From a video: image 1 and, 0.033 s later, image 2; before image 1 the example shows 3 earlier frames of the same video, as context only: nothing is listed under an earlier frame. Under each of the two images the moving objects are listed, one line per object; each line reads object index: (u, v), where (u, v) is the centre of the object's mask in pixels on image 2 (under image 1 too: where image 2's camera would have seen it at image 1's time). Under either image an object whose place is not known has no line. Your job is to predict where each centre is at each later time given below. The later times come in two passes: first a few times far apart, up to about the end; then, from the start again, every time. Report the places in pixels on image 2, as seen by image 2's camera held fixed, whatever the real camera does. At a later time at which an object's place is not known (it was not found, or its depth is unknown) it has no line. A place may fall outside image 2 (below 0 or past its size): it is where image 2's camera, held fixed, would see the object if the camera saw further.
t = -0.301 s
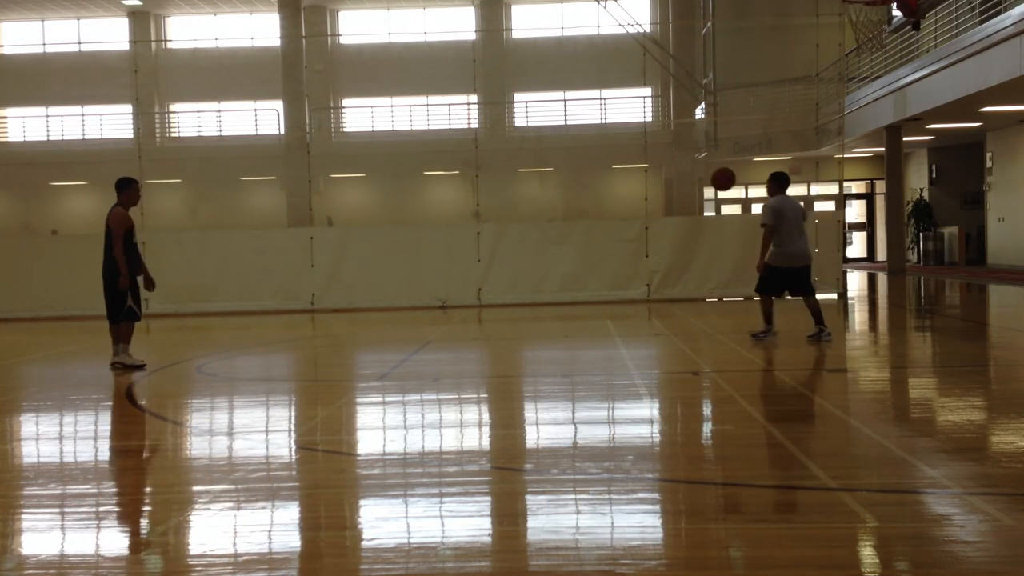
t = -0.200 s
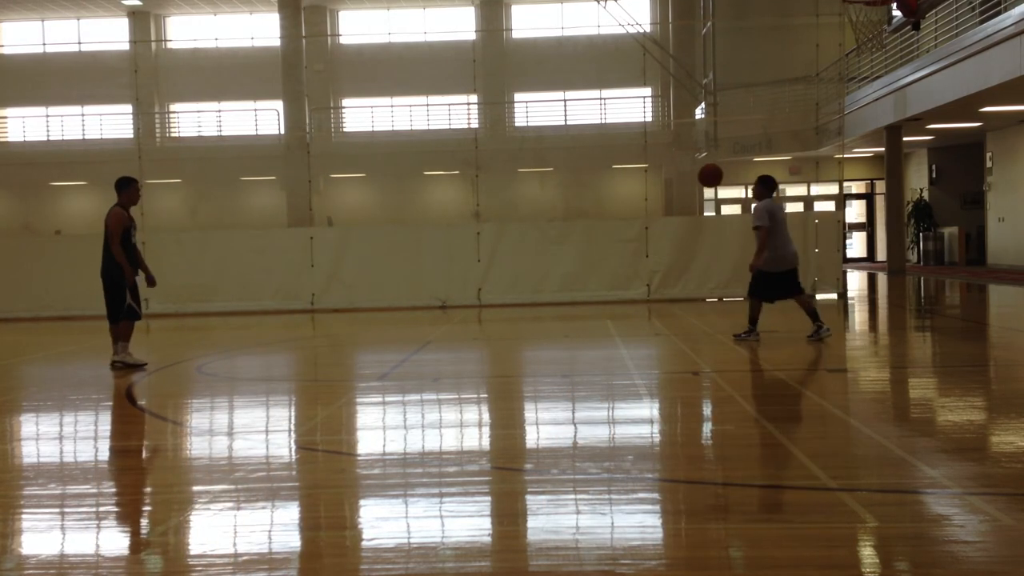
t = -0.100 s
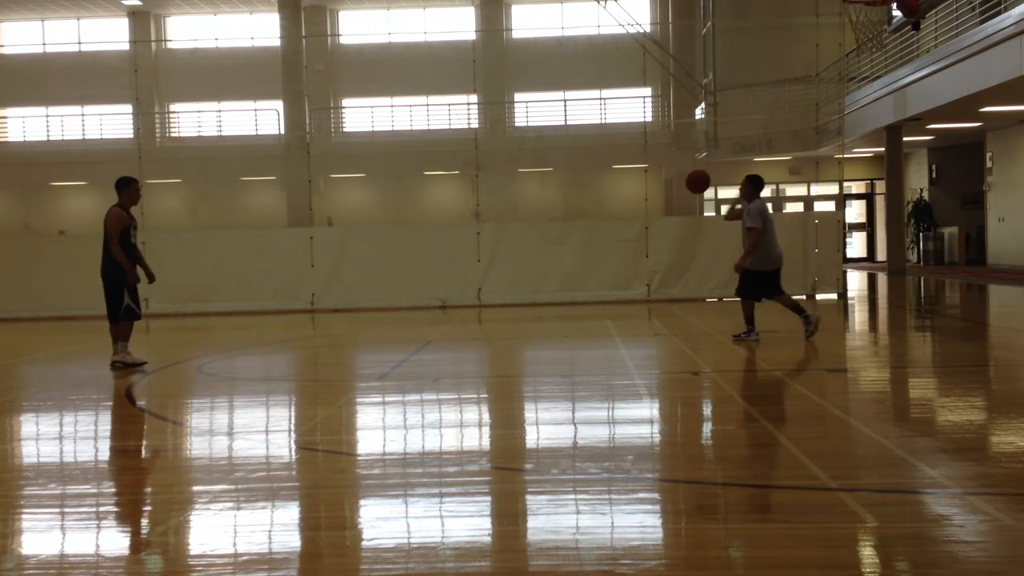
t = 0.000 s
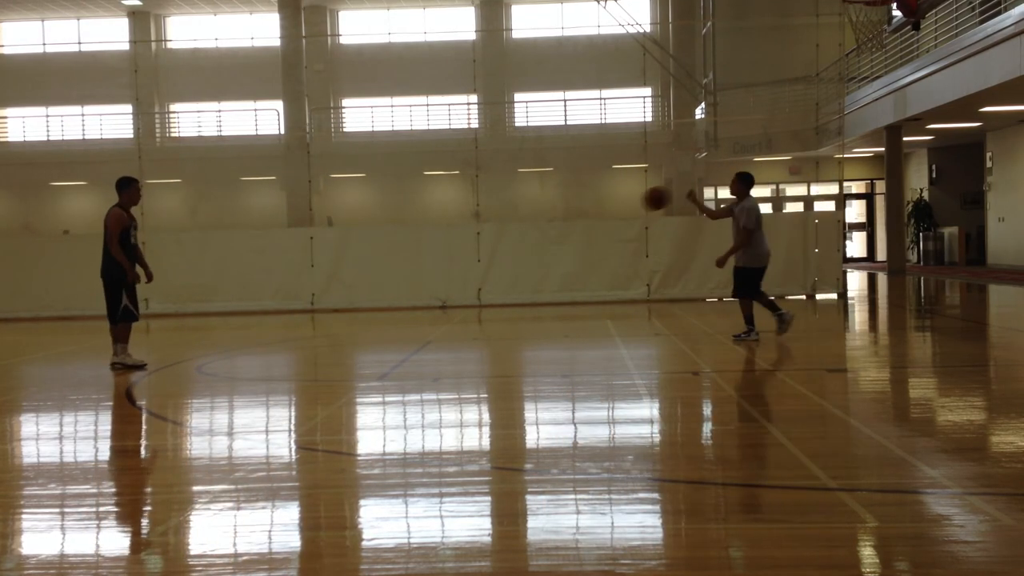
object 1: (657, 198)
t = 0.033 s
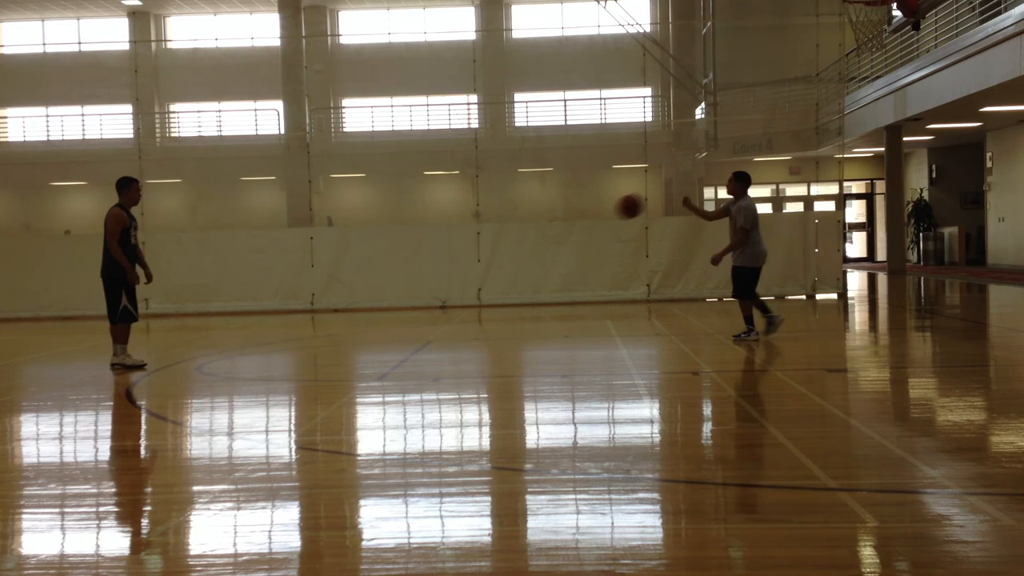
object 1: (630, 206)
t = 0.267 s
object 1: (447, 295)
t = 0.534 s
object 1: (294, 280)
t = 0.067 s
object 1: (603, 215)
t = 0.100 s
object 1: (578, 225)
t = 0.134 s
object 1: (551, 237)
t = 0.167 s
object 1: (525, 250)
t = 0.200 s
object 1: (499, 264)
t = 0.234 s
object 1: (474, 279)
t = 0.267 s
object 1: (447, 295)
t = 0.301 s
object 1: (421, 313)
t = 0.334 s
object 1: (395, 332)
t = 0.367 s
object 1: (373, 336)
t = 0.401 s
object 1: (358, 324)
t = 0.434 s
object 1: (342, 311)
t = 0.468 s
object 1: (326, 299)
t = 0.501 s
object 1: (310, 289)
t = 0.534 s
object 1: (294, 280)
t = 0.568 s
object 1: (278, 271)
